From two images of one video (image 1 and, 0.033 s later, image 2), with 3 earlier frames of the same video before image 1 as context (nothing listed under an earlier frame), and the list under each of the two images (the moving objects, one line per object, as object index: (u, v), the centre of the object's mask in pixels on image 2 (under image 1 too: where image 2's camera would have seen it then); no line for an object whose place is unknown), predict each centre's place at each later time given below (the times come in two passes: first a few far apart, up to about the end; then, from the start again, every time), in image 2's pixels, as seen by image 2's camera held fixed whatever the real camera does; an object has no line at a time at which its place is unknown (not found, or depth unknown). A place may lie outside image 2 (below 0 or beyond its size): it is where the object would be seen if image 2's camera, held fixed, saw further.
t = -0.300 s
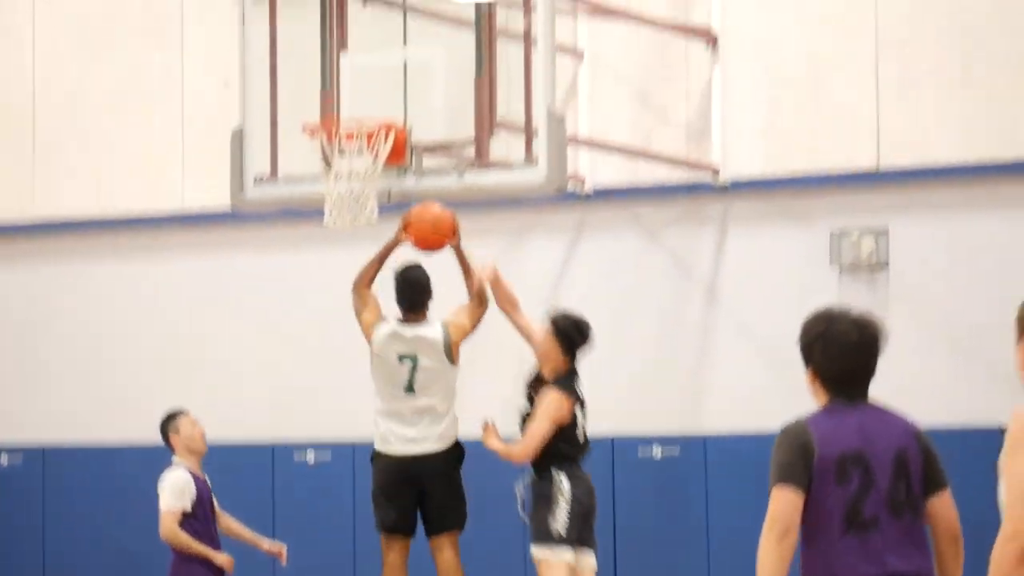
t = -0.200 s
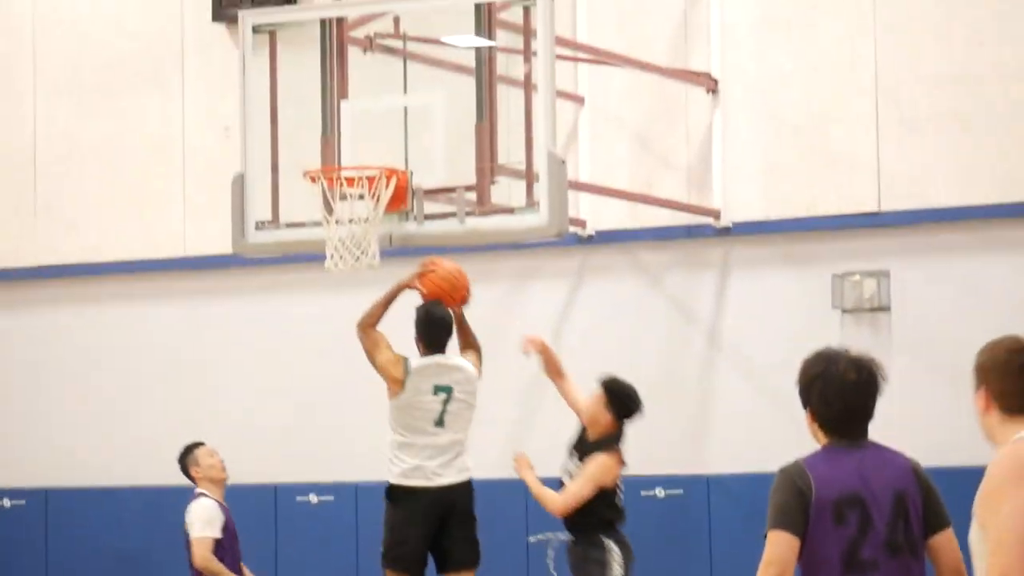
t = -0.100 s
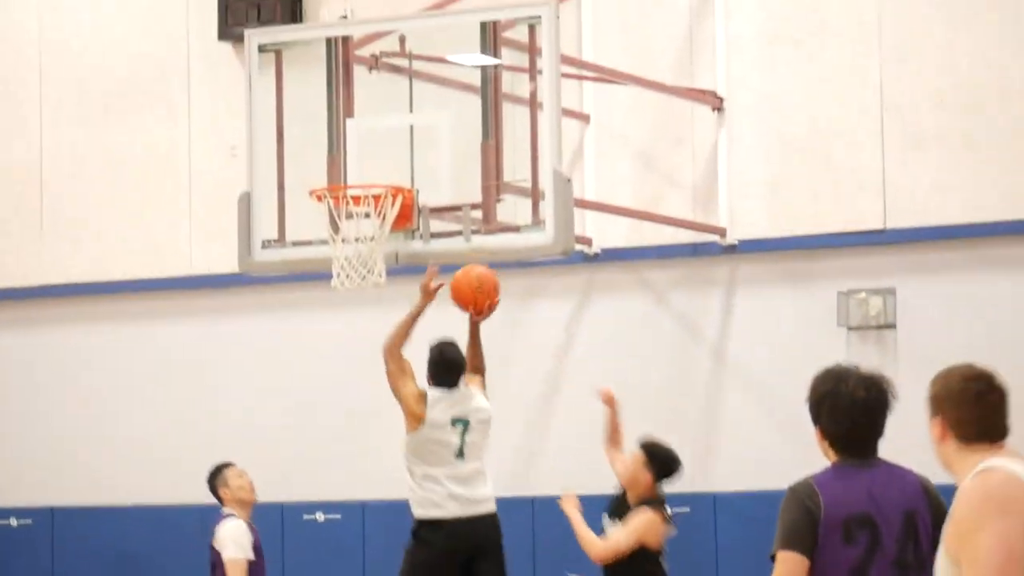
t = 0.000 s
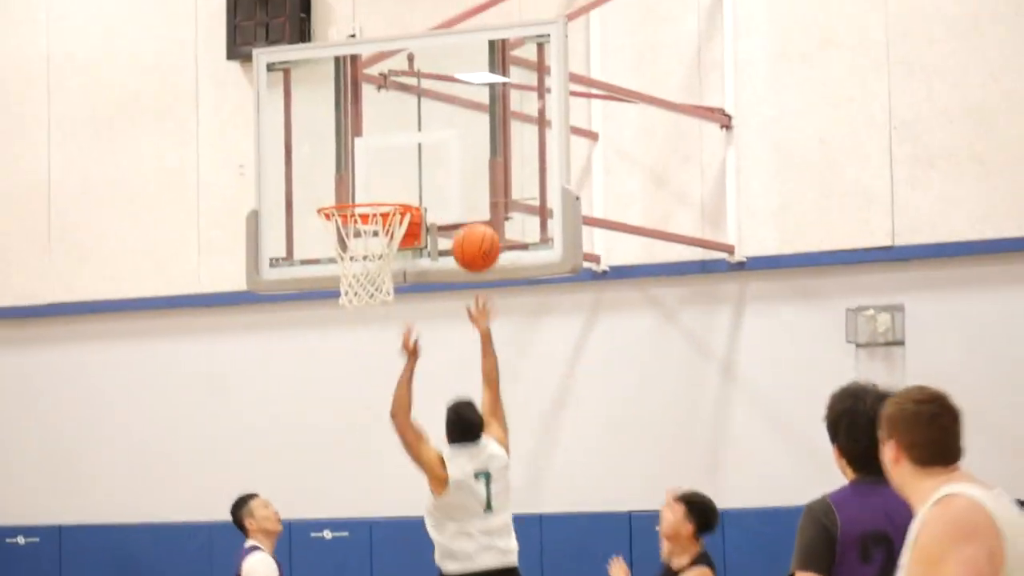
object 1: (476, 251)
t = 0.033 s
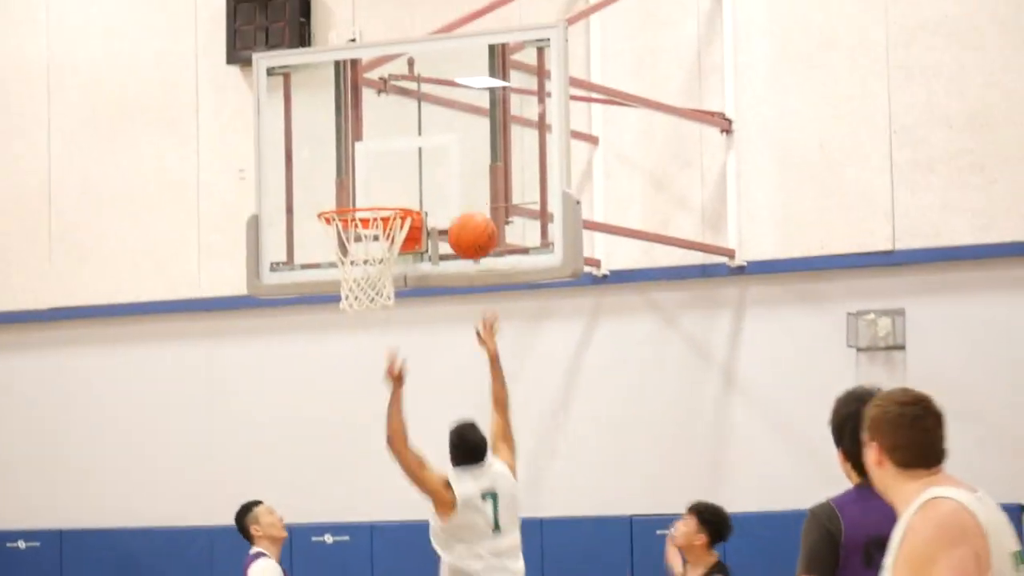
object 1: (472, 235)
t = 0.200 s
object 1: (449, 187)
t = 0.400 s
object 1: (396, 187)
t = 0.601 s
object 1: (351, 238)
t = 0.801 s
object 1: (350, 286)
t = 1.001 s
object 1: (364, 375)
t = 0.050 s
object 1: (470, 227)
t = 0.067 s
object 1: (467, 221)
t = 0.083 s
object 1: (465, 215)
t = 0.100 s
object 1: (463, 209)
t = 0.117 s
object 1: (460, 204)
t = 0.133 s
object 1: (458, 199)
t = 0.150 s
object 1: (456, 195)
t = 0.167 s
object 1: (454, 192)
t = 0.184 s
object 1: (451, 189)
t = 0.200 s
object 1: (449, 187)
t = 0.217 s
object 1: (447, 185)
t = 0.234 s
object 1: (445, 184)
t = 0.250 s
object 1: (440, 182)
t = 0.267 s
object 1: (435, 182)
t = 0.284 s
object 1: (430, 182)
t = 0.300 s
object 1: (424, 182)
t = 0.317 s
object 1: (419, 183)
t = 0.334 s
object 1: (414, 184)
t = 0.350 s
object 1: (409, 186)
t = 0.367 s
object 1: (404, 187)
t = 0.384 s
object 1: (400, 187)
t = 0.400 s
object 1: (396, 187)
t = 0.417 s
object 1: (393, 188)
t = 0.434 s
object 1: (389, 189)
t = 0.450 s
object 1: (384, 190)
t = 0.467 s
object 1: (381, 192)
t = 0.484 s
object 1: (376, 194)
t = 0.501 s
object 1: (373, 196)
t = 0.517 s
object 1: (368, 198)
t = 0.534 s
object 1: (364, 201)
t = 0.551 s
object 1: (360, 222)
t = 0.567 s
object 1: (356, 230)
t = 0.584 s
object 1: (354, 234)
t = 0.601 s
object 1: (351, 238)
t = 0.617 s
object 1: (349, 245)
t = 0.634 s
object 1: (347, 249)
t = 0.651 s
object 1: (347, 253)
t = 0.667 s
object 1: (346, 257)
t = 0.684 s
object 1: (346, 260)
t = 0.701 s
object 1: (346, 264)
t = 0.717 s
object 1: (346, 267)
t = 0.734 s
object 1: (347, 270)
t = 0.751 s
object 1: (348, 274)
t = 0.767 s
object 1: (348, 277)
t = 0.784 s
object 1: (348, 280)
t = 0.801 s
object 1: (350, 286)
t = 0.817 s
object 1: (353, 291)
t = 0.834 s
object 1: (353, 295)
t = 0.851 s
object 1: (355, 307)
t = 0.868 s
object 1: (356, 311)
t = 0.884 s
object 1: (357, 316)
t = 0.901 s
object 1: (357, 321)
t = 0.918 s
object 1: (358, 328)
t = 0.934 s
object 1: (360, 337)
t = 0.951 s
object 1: (361, 346)
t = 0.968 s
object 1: (362, 355)
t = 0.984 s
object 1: (363, 365)
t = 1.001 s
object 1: (364, 375)
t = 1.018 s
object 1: (366, 386)
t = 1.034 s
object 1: (365, 397)
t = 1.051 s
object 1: (362, 409)
